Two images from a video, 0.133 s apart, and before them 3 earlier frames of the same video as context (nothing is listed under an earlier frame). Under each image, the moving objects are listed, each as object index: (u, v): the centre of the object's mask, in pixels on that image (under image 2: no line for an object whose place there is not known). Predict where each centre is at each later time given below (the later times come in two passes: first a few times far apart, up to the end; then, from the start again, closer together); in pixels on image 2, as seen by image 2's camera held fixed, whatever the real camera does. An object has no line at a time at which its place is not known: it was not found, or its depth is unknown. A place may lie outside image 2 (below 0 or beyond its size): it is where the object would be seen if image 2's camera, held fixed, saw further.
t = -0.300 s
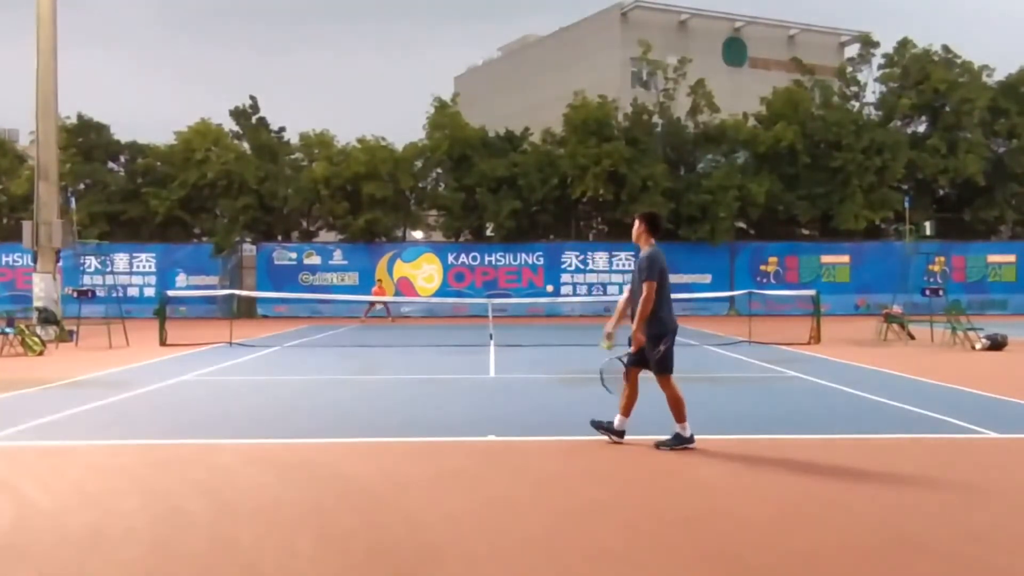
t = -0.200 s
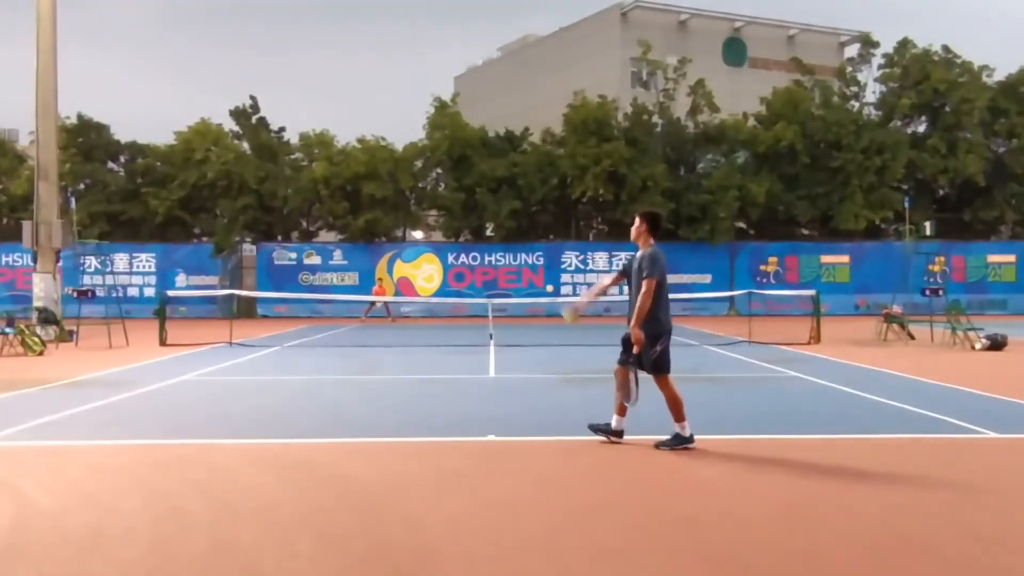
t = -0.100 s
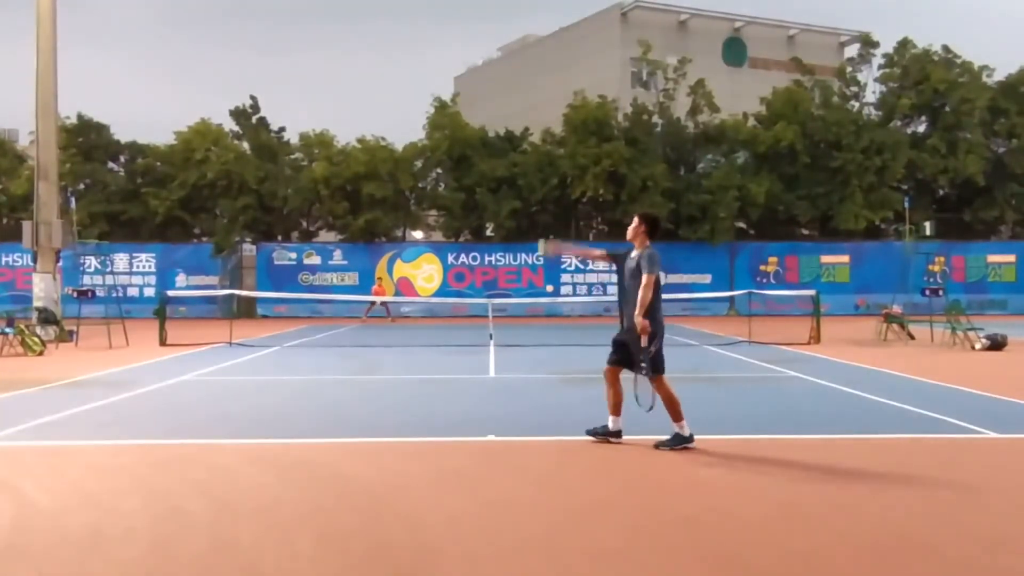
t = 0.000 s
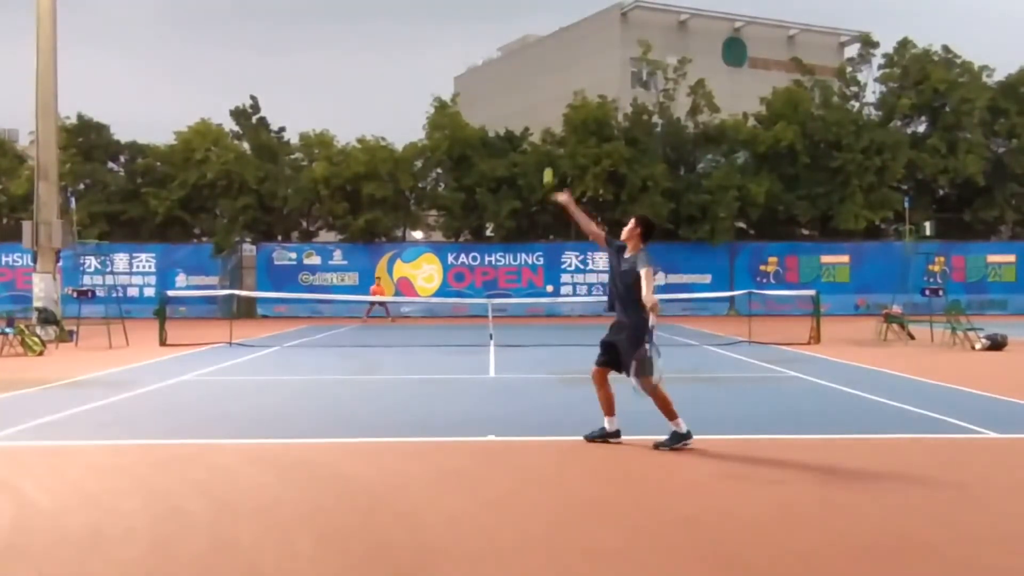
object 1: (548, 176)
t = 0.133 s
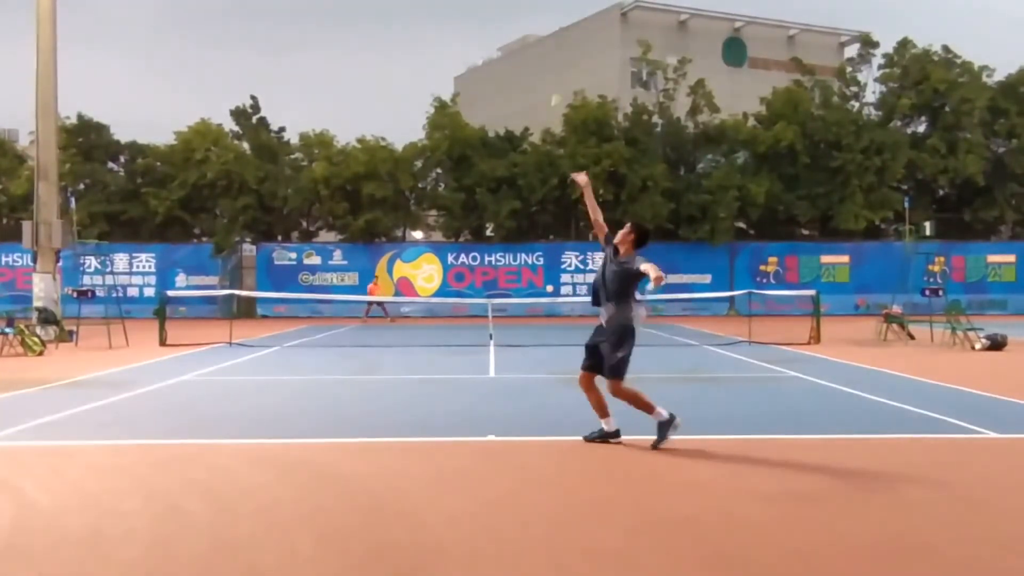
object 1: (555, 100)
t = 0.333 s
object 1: (567, 30)
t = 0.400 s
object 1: (570, 20)
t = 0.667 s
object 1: (586, 22)
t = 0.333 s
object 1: (567, 30)
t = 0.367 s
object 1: (567, 23)
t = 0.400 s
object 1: (570, 20)
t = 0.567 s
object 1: (580, 11)
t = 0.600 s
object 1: (582, 13)
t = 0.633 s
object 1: (583, 16)
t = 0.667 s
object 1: (586, 22)
